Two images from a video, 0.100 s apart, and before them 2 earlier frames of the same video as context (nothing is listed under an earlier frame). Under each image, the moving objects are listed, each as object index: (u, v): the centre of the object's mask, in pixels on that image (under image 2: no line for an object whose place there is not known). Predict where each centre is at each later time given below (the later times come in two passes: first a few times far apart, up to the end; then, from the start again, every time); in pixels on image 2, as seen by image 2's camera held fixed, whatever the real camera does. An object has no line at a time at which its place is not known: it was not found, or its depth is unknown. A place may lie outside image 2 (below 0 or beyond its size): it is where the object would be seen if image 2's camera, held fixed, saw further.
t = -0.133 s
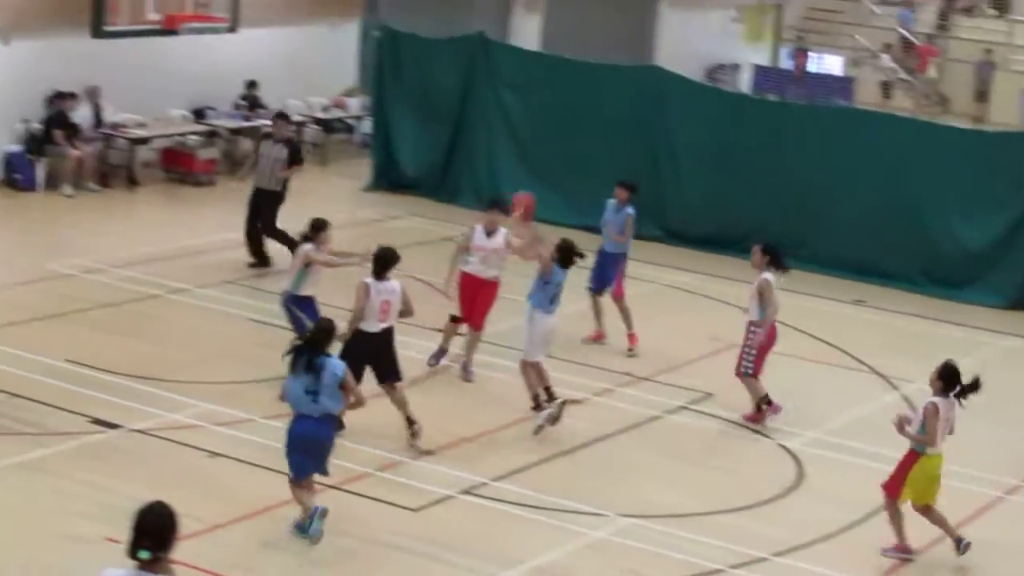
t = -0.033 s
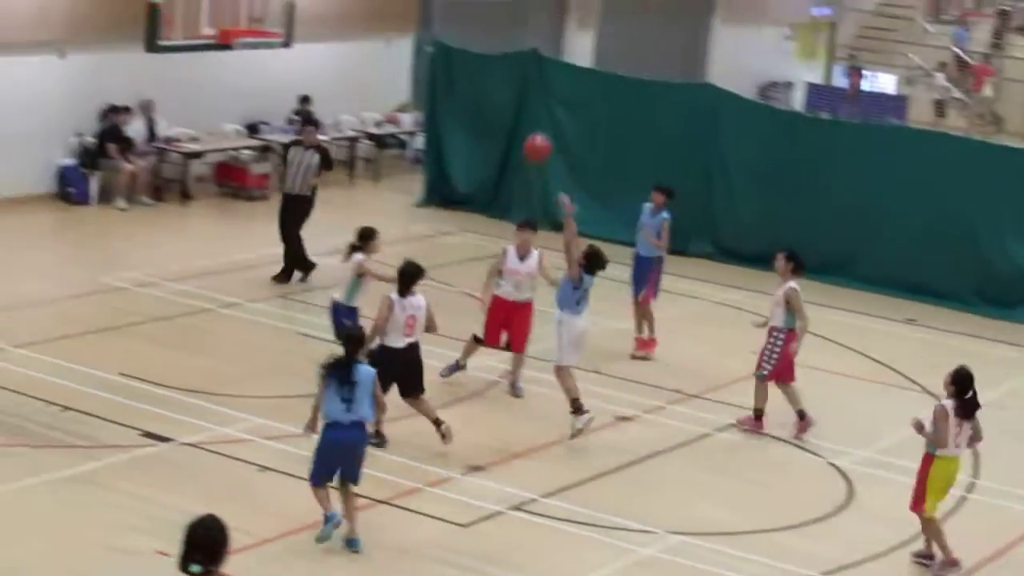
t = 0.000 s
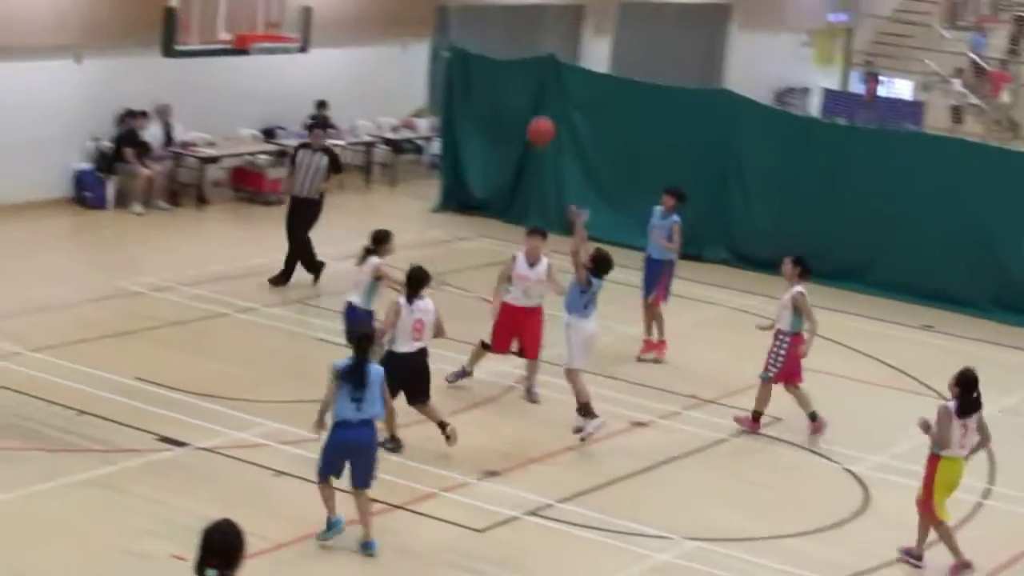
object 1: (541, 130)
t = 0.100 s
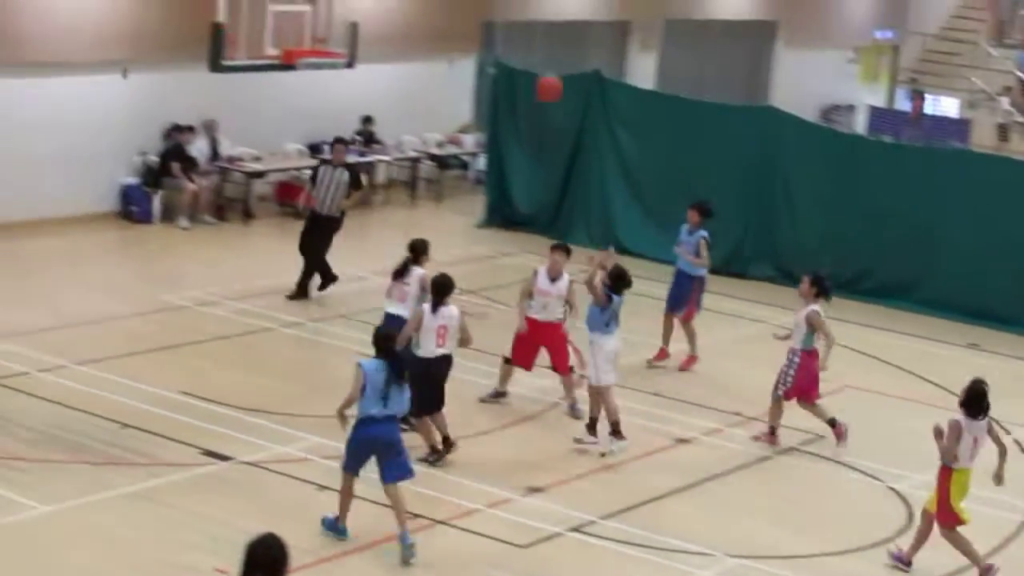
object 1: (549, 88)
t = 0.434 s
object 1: (425, -18)
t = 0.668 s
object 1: (340, -21)
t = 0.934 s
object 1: (322, 45)
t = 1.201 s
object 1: (383, 24)
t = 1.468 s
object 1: (431, 65)
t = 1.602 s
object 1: (452, 111)
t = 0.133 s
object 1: (536, 71)
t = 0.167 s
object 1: (525, 55)
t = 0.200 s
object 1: (513, 41)
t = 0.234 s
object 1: (500, 29)
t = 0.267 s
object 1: (488, 16)
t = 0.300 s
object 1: (476, 8)
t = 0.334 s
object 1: (463, 0)
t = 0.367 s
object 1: (451, -7)
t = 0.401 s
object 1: (439, -15)
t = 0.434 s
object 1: (425, -18)
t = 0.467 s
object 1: (414, -24)
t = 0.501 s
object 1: (401, -27)
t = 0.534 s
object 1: (389, -28)
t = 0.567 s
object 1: (377, -28)
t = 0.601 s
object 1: (364, -27)
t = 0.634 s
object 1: (352, -24)
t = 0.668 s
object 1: (340, -21)
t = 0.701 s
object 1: (328, -15)
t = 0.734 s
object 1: (314, -9)
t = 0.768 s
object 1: (303, -2)
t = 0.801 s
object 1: (292, 6)
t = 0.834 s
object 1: (297, 17)
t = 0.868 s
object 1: (304, 28)
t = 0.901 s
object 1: (311, 41)
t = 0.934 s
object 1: (322, 45)
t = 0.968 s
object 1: (331, 44)
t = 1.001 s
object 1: (342, 42)
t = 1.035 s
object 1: (349, 36)
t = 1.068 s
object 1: (357, 32)
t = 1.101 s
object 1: (364, 28)
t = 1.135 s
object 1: (371, 25)
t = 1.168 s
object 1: (377, 24)
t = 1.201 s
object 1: (383, 24)
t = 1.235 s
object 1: (390, 25)
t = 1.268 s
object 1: (396, 27)
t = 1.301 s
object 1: (402, 31)
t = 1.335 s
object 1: (408, 36)
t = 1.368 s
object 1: (414, 42)
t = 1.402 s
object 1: (420, 47)
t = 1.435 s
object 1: (425, 54)
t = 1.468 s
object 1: (431, 65)
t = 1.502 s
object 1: (436, 74)
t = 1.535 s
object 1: (442, 86)
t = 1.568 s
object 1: (447, 98)
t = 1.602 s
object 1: (452, 111)
